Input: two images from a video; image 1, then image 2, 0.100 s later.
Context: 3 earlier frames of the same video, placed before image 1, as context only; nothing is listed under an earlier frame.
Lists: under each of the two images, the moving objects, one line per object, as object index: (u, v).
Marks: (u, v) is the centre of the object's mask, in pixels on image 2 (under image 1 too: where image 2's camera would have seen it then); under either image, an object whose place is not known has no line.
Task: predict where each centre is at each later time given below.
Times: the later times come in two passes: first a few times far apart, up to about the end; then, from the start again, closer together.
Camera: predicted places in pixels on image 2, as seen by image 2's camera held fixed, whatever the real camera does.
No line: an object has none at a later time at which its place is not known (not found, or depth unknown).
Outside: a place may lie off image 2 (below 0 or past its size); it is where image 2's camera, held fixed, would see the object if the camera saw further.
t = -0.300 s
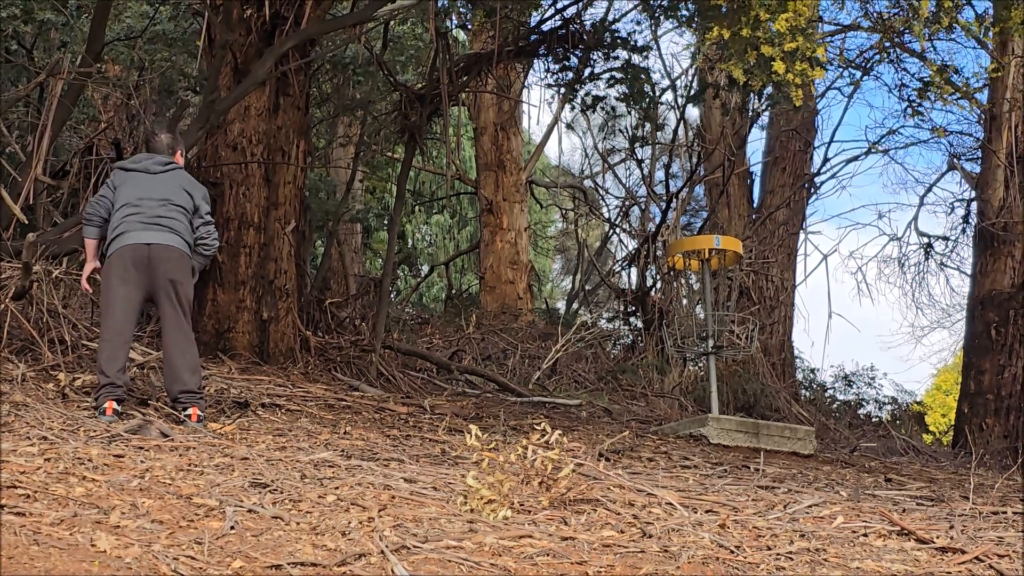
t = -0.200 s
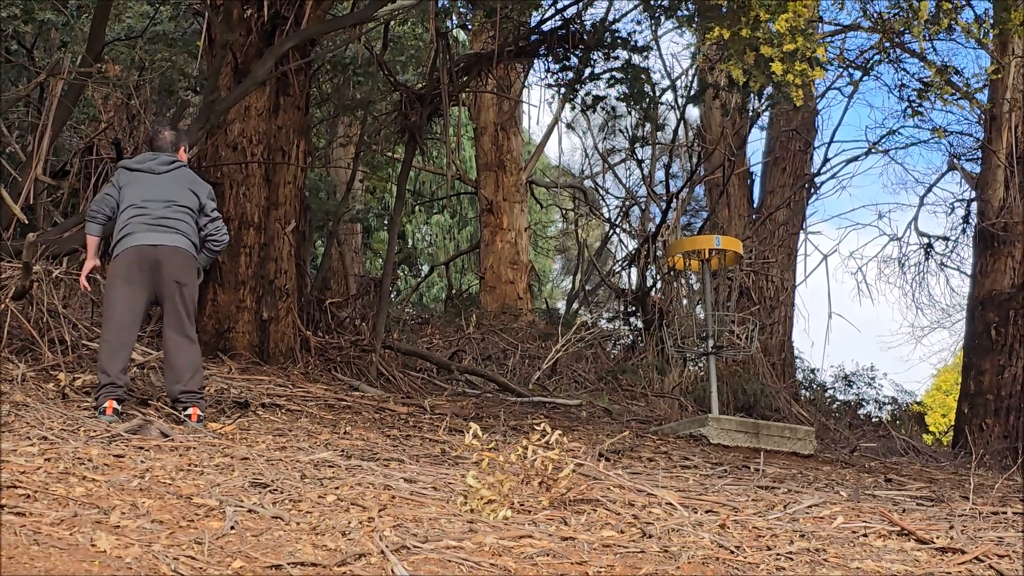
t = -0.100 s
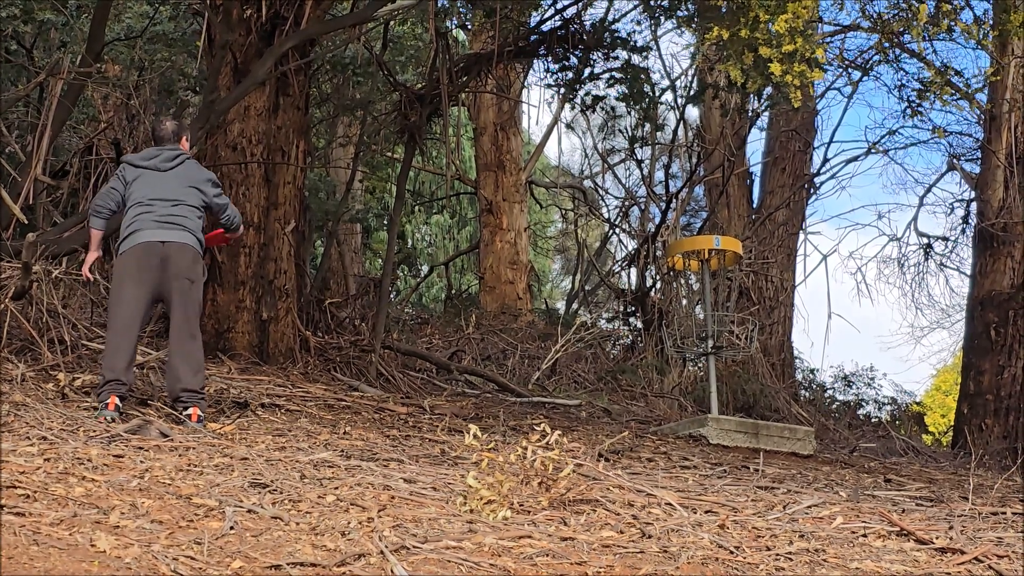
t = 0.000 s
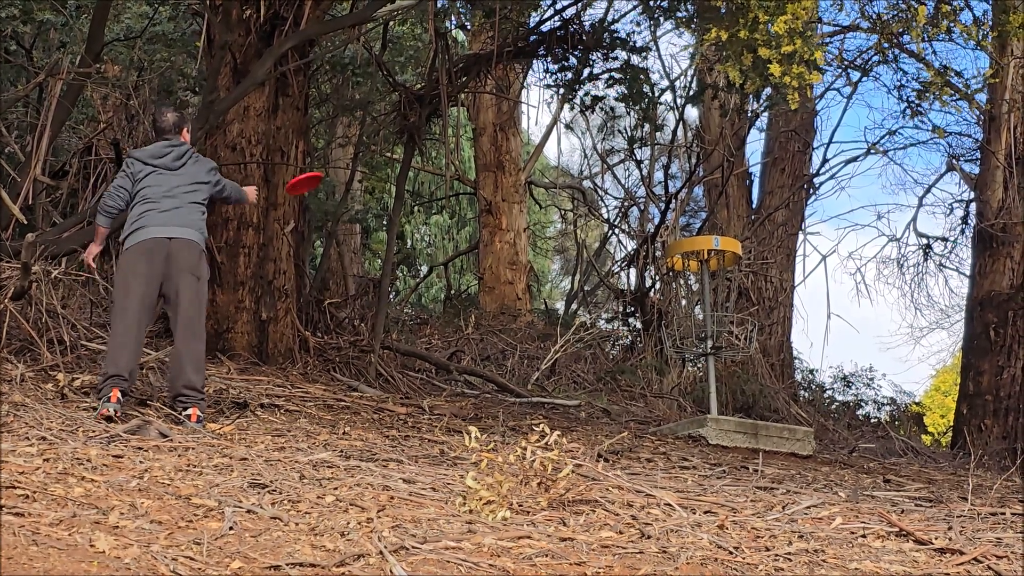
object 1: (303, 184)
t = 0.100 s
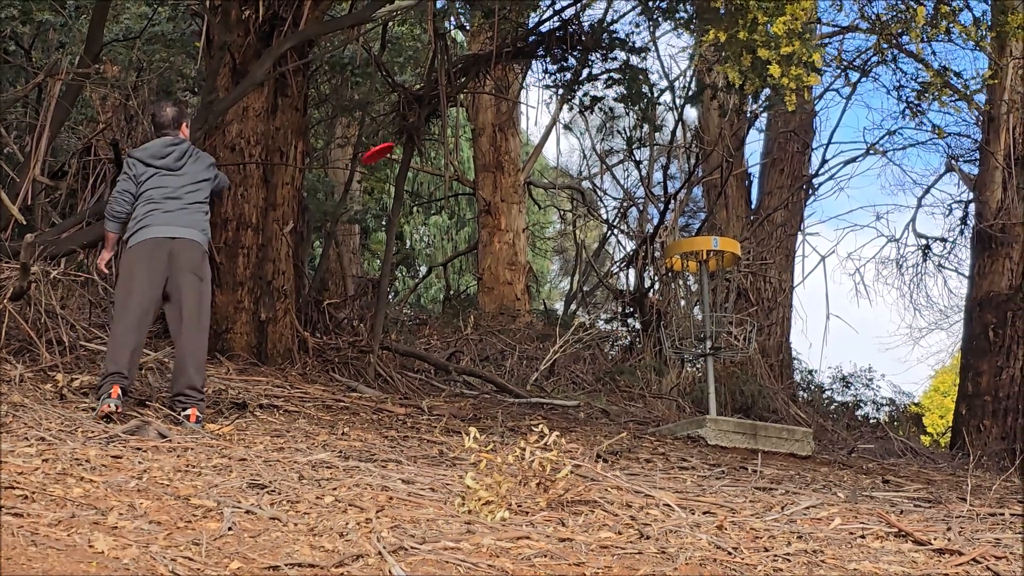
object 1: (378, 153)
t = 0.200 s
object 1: (442, 139)
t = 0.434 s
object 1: (564, 145)
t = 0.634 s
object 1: (637, 183)
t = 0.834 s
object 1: (682, 237)
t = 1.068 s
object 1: (630, 291)
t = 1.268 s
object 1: (567, 393)
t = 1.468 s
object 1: (543, 410)
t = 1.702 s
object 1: (551, 415)
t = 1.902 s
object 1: (553, 418)
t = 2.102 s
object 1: (547, 423)
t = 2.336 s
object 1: (522, 423)
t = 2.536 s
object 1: (487, 419)
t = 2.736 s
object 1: (442, 413)
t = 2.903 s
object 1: (398, 407)
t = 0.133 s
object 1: (401, 147)
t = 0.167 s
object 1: (422, 142)
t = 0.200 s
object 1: (442, 139)
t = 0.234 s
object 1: (462, 137)
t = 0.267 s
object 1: (482, 136)
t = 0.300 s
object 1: (500, 136)
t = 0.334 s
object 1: (518, 137)
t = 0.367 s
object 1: (533, 139)
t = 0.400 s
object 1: (548, 142)
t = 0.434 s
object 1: (564, 145)
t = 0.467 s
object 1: (578, 150)
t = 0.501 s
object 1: (591, 155)
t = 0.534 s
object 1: (603, 161)
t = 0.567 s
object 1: (615, 167)
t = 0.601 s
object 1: (626, 174)
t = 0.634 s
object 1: (637, 183)
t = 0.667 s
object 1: (647, 191)
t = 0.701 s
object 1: (655, 199)
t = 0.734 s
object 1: (665, 209)
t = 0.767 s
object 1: (672, 218)
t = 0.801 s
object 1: (679, 229)
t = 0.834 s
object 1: (682, 237)
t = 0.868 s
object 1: (676, 241)
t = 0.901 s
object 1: (668, 246)
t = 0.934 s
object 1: (661, 251)
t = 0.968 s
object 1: (654, 259)
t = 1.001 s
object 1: (647, 266)
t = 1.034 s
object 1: (639, 278)
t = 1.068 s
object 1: (630, 291)
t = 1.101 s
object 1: (621, 303)
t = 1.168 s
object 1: (602, 333)
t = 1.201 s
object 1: (590, 353)
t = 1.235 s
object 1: (579, 372)
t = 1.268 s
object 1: (567, 393)
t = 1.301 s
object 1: (555, 415)
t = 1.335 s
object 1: (552, 413)
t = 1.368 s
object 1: (549, 412)
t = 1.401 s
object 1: (547, 410)
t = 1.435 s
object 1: (545, 410)
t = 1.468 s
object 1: (543, 410)
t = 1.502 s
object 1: (540, 410)
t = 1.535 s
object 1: (542, 411)
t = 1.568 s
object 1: (543, 412)
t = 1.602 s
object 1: (545, 413)
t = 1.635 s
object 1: (547, 413)
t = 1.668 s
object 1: (549, 412)
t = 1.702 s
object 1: (551, 415)
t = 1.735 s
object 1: (551, 415)
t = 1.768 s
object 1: (552, 417)
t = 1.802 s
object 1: (553, 420)
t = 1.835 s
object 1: (553, 420)
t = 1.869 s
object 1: (553, 419)
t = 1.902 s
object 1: (553, 418)
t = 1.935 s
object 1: (553, 418)
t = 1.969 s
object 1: (553, 418)
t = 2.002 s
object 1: (552, 418)
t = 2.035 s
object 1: (551, 419)
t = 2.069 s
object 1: (549, 422)
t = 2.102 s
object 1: (547, 423)
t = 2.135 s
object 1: (545, 421)
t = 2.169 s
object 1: (543, 420)
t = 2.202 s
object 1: (539, 419)
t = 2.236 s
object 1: (535, 419)
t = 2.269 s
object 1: (531, 421)
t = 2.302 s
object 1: (526, 425)
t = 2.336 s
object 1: (522, 423)
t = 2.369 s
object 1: (518, 420)
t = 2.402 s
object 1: (512, 419)
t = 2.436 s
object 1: (506, 419)
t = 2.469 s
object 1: (500, 420)
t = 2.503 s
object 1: (493, 423)
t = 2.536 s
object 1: (487, 419)
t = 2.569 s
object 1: (481, 414)
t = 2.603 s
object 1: (475, 409)
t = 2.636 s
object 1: (468, 407)
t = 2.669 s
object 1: (459, 407)
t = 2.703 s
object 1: (451, 409)
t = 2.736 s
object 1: (442, 413)
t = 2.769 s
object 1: (433, 416)
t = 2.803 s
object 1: (425, 414)
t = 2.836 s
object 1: (416, 410)
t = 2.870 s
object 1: (407, 408)
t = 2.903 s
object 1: (398, 407)
